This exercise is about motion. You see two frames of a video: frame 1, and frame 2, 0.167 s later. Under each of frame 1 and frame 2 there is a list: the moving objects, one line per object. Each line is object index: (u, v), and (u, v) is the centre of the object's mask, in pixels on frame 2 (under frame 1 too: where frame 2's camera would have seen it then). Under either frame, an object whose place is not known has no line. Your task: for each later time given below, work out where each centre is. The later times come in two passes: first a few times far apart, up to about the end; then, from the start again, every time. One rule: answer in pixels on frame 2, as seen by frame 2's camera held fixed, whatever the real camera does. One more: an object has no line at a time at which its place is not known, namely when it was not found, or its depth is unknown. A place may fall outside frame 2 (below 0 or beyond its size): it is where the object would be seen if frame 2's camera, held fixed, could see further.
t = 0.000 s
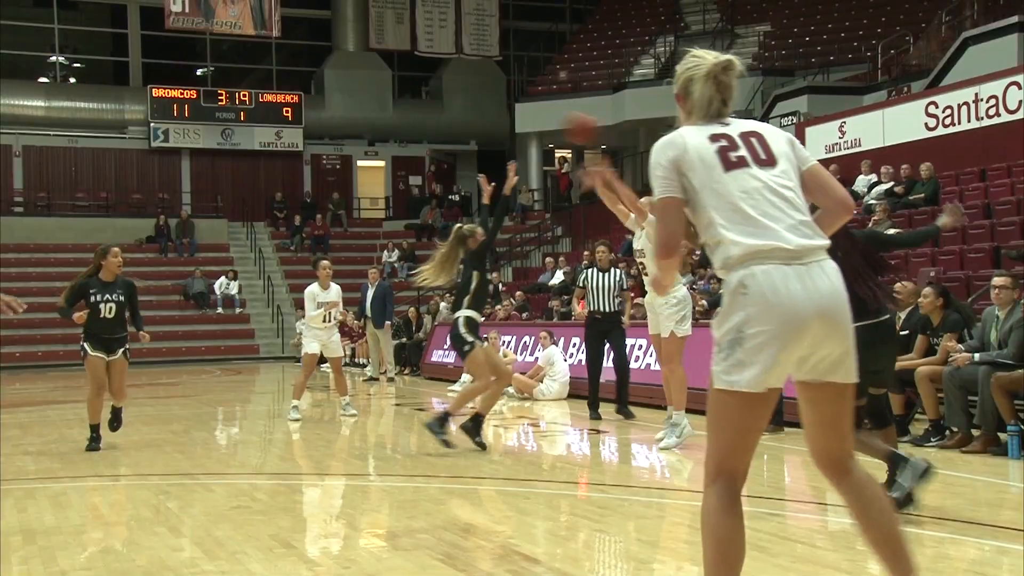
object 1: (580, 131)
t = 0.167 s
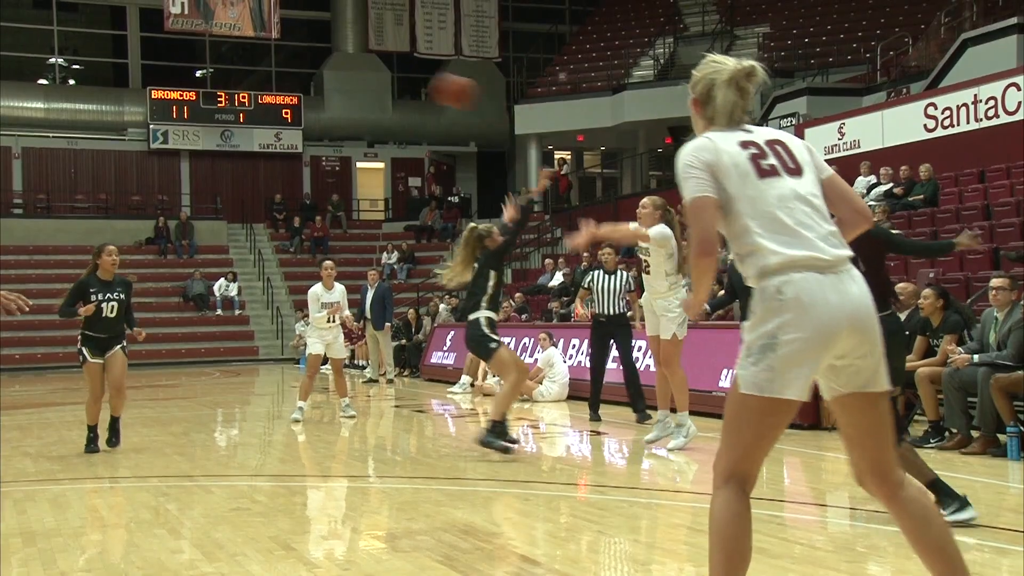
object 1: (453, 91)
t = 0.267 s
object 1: (375, 70)
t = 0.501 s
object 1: (165, 31)
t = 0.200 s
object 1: (427, 84)
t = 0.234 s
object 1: (403, 77)
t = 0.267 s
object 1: (375, 70)
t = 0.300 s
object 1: (344, 63)
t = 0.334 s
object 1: (315, 57)
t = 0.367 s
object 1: (290, 53)
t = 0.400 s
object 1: (262, 49)
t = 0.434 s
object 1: (231, 46)
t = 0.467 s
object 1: (201, 38)
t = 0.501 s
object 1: (165, 31)
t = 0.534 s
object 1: (133, 25)
